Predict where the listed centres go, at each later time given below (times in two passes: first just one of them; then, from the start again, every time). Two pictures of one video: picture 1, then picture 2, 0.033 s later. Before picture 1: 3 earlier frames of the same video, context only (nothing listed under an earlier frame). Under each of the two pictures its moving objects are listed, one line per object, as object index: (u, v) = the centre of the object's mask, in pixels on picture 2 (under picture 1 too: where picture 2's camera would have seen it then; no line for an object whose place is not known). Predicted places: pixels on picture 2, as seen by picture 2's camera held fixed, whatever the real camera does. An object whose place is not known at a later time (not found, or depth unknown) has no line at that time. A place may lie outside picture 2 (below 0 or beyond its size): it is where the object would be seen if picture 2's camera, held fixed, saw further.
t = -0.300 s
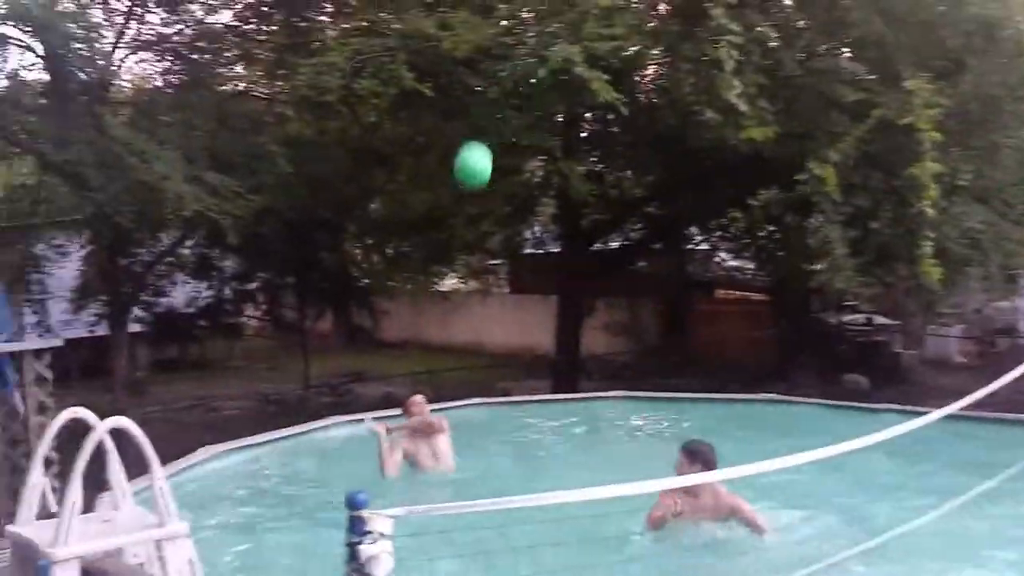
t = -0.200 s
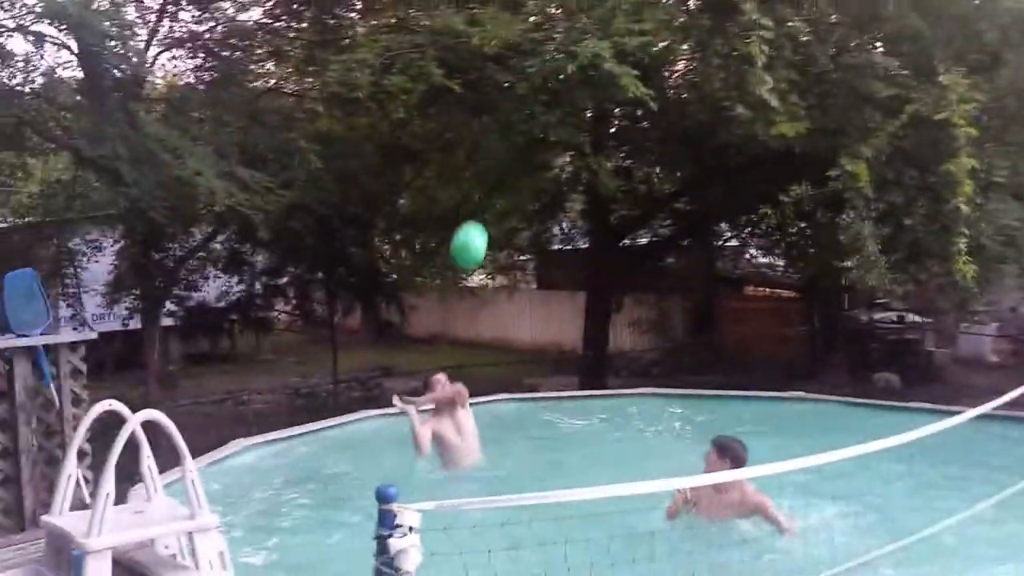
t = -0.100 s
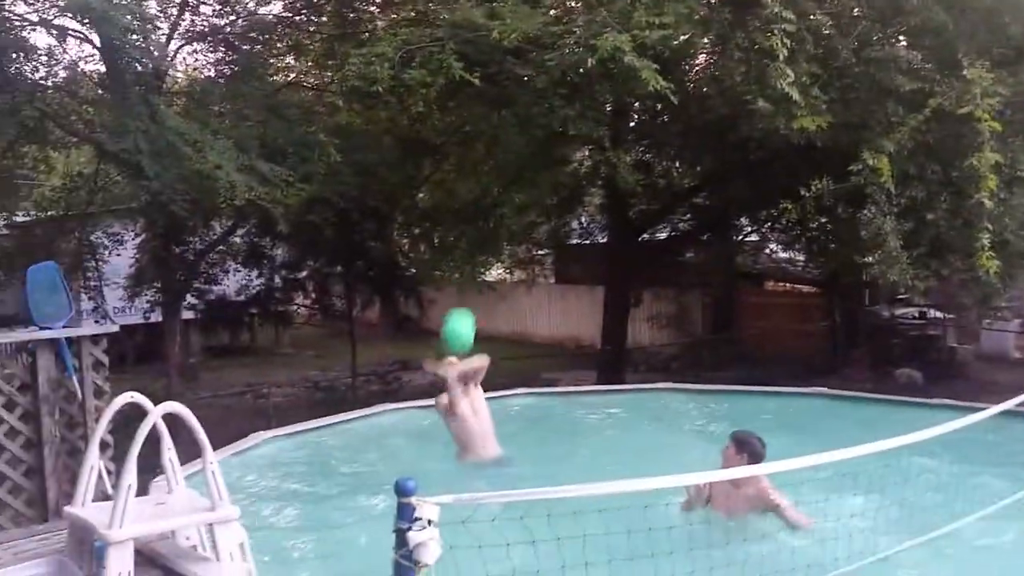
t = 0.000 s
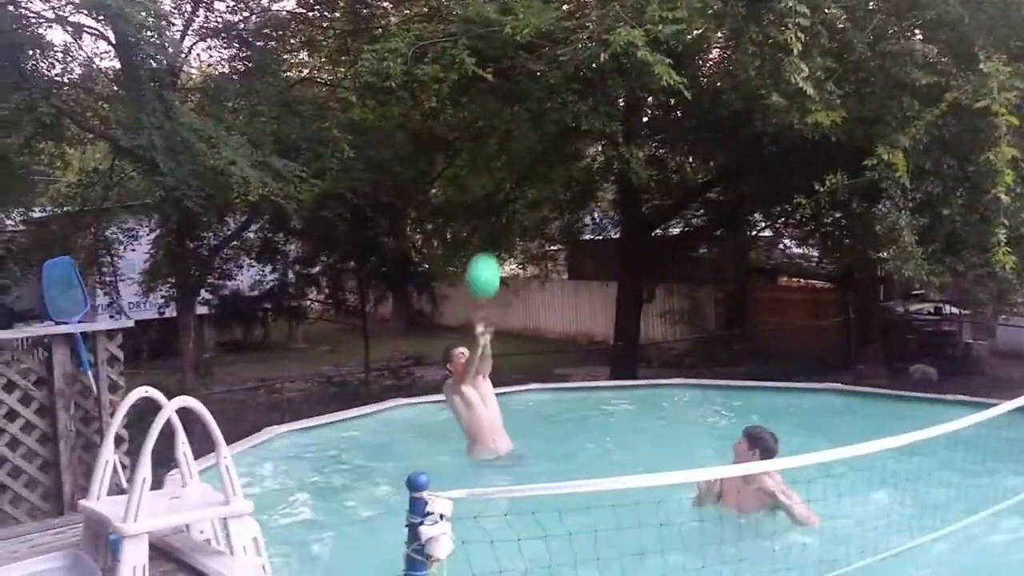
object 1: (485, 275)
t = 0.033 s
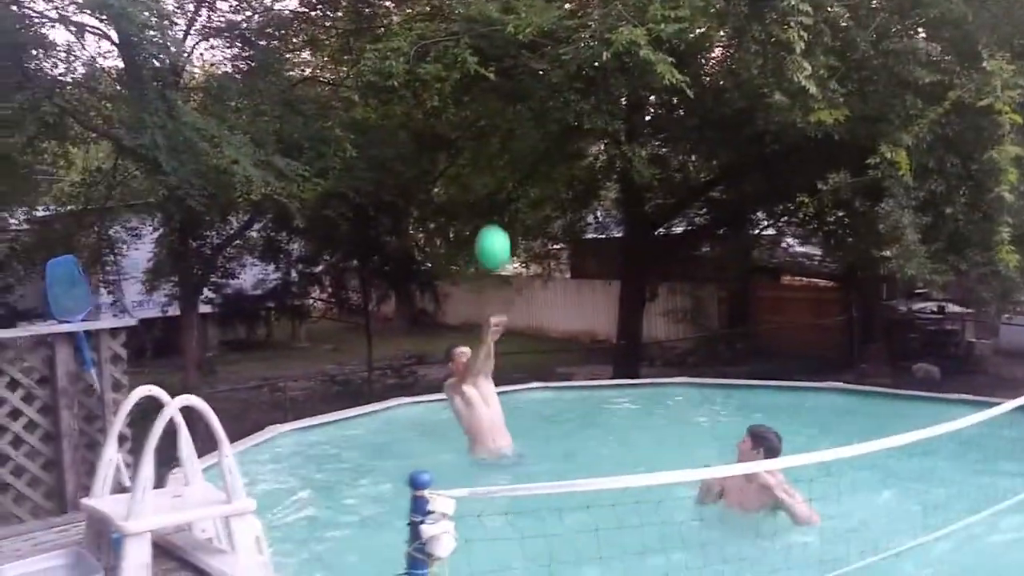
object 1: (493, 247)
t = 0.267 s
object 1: (553, 80)
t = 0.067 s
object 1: (500, 221)
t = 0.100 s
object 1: (508, 195)
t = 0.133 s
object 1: (516, 170)
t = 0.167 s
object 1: (524, 146)
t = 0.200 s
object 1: (534, 122)
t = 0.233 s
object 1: (543, 100)
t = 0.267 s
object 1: (553, 80)
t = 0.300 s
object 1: (563, 59)
